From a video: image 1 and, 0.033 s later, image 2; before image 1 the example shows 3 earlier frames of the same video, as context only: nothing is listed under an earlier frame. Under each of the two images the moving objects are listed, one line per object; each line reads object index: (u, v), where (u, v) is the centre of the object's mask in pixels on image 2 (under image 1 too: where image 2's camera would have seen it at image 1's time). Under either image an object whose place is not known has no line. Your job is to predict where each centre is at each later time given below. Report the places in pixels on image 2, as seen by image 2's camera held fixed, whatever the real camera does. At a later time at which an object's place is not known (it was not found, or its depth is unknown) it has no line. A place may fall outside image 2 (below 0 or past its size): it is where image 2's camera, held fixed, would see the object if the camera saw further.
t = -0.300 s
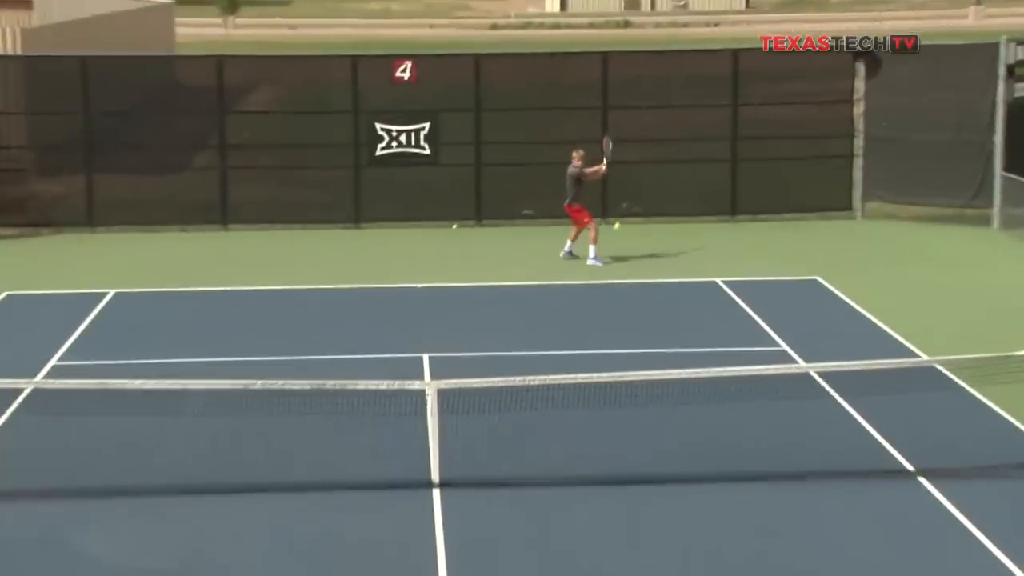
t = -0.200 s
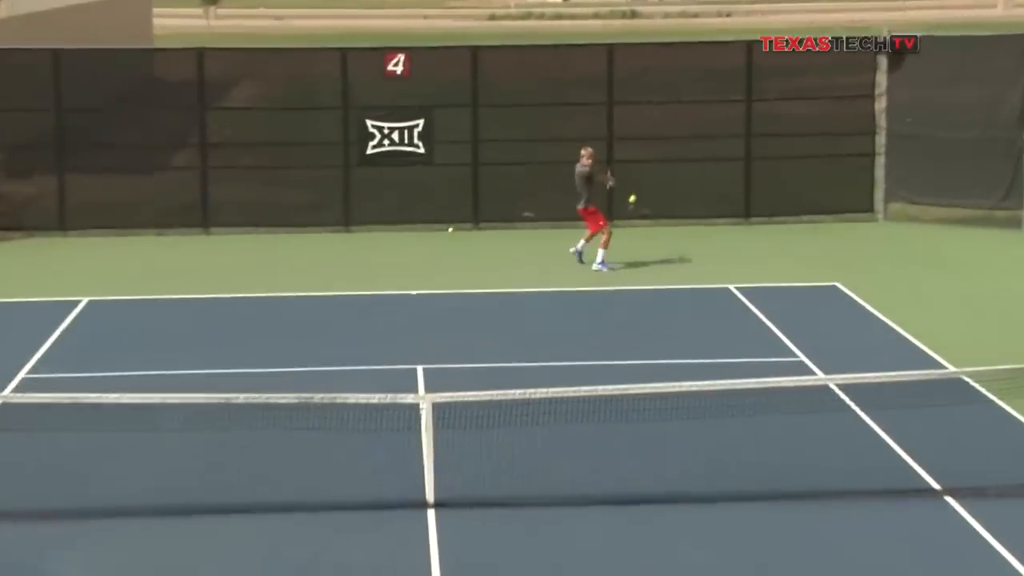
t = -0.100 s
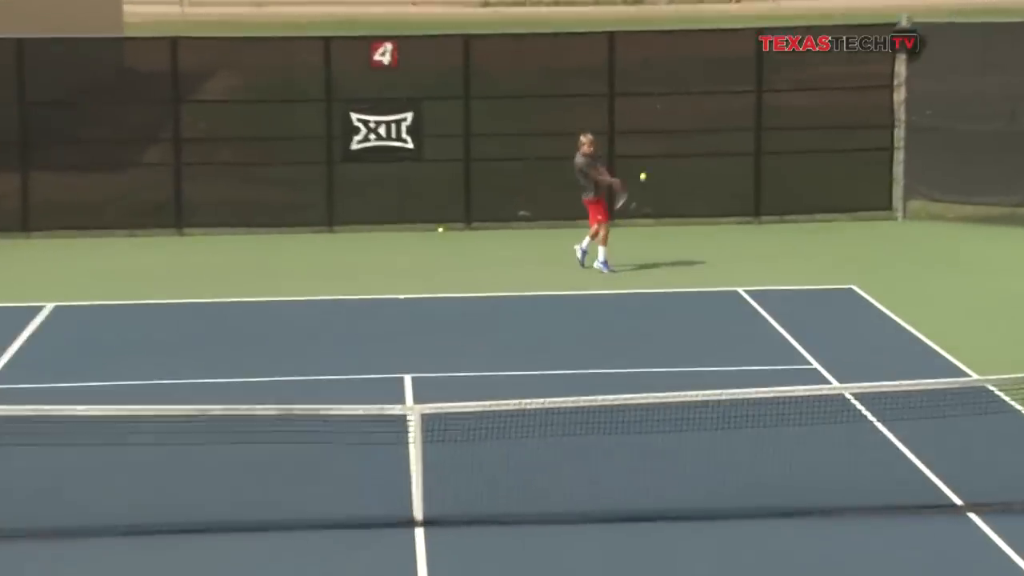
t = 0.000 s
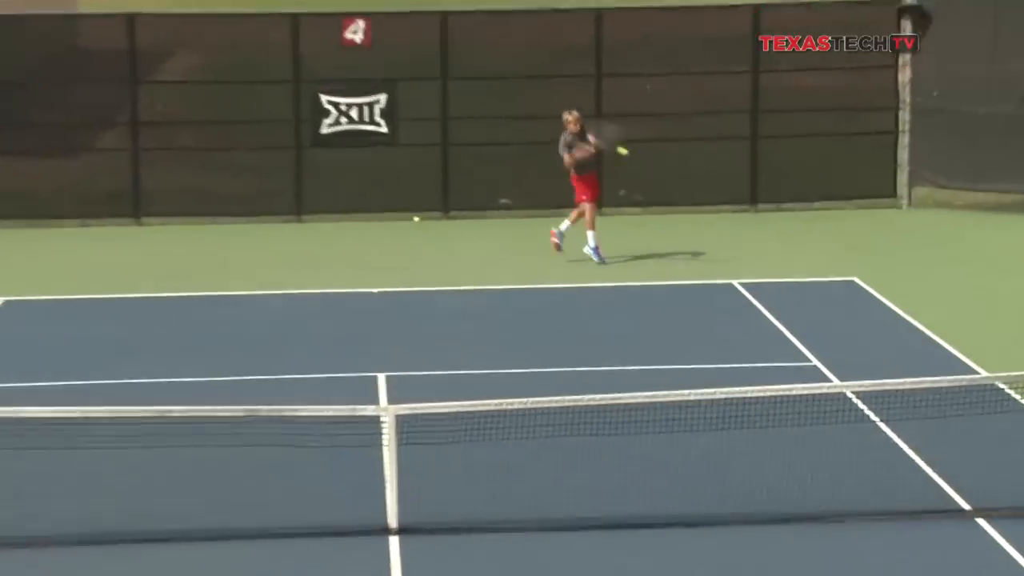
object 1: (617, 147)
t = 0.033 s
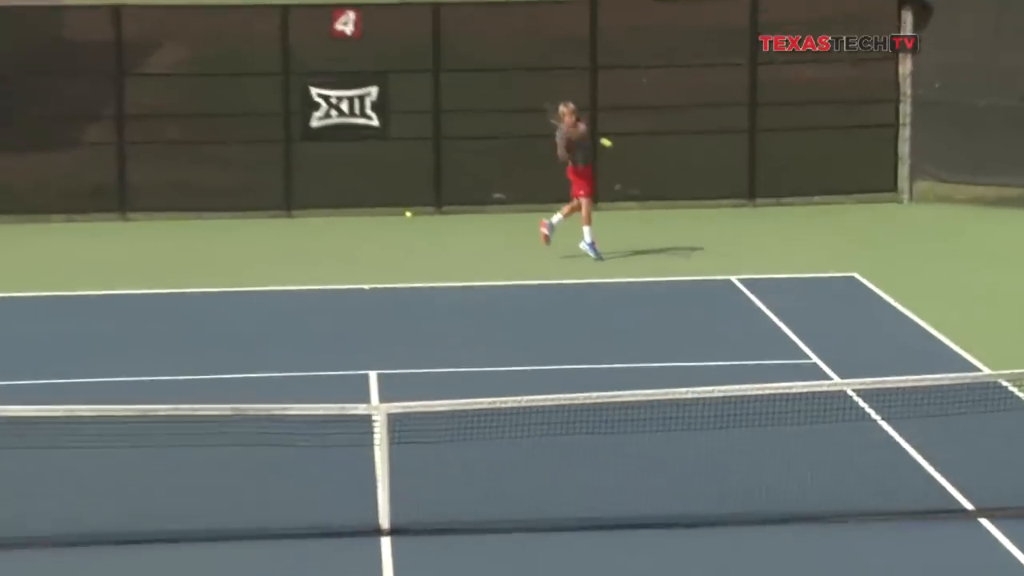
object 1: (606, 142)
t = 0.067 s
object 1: (595, 138)
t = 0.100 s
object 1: (584, 135)
